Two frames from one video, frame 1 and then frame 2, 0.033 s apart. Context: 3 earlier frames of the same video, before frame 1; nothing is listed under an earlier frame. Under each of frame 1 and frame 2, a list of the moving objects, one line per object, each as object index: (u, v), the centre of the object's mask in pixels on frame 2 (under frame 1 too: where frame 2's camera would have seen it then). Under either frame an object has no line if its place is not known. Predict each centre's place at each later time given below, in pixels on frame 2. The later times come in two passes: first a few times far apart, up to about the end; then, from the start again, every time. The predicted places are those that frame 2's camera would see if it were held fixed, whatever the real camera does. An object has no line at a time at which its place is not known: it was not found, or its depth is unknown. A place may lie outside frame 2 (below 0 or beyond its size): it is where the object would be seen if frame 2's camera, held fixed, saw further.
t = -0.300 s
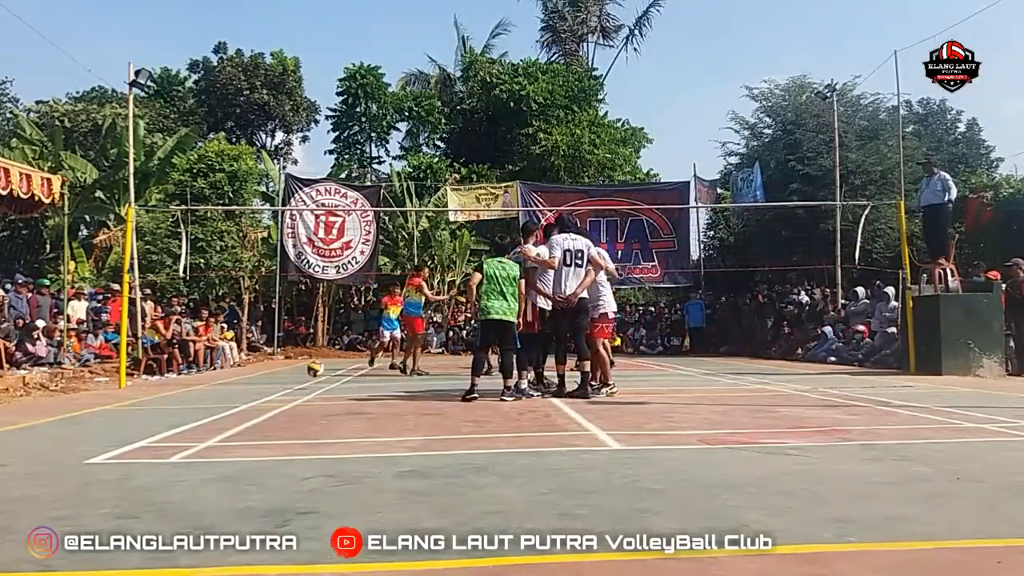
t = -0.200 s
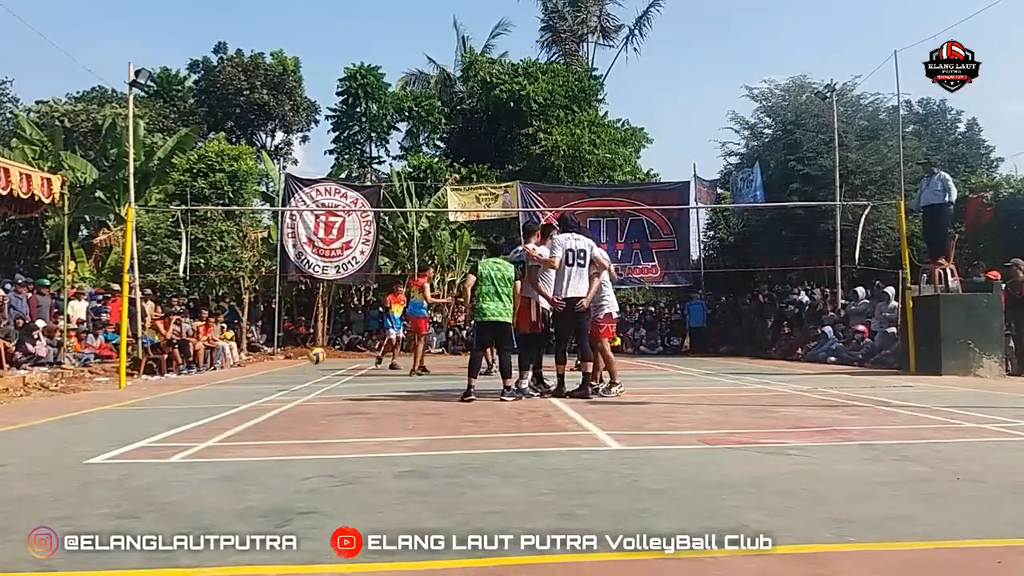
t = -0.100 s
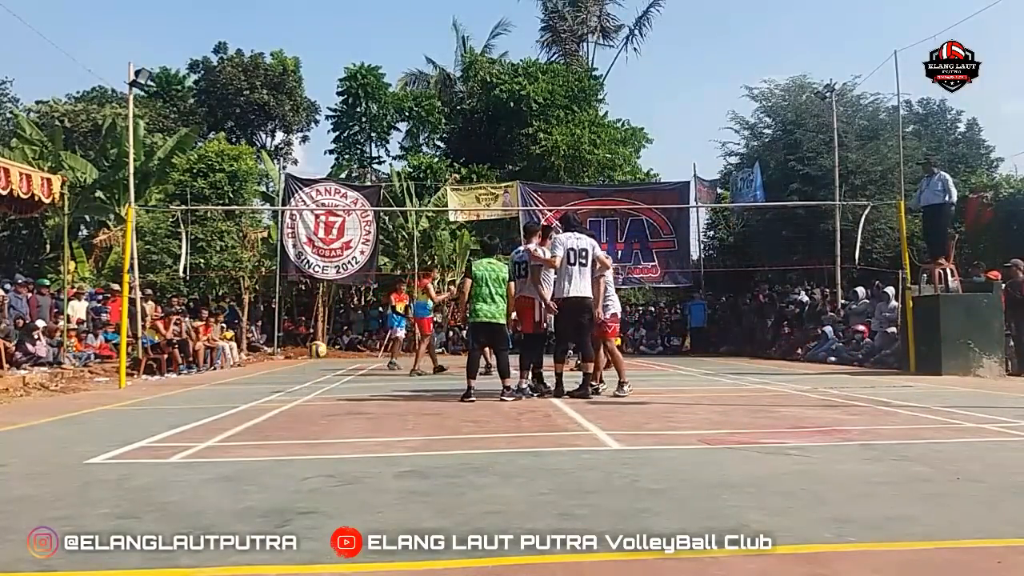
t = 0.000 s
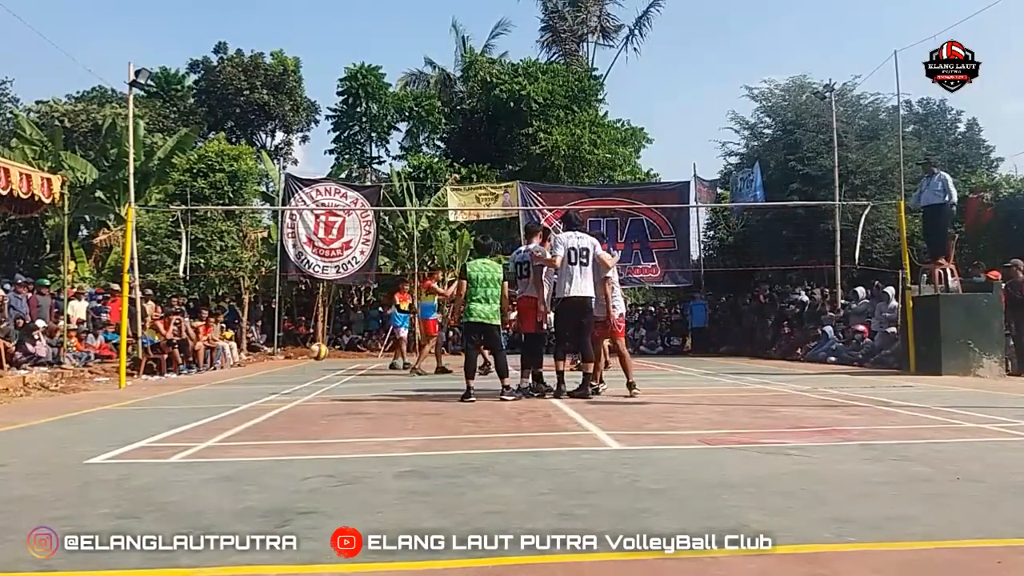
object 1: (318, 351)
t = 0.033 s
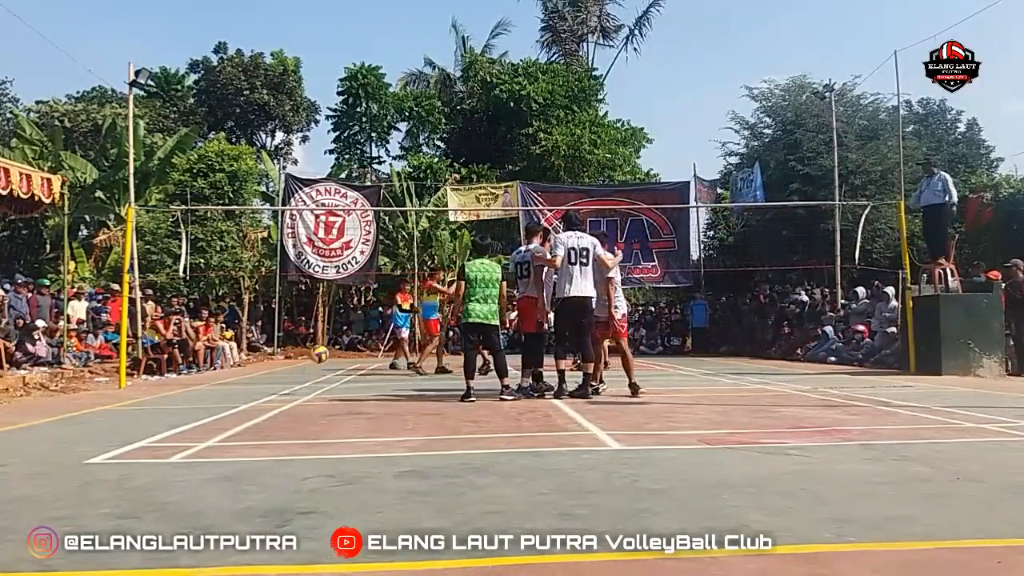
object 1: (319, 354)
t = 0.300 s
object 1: (321, 374)
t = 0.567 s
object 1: (325, 362)
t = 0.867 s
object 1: (330, 378)
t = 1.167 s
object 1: (337, 390)
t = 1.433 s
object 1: (345, 385)
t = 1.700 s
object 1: (356, 412)
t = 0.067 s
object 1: (319, 357)
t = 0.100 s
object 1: (319, 362)
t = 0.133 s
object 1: (319, 368)
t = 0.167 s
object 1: (320, 374)
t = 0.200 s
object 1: (320, 383)
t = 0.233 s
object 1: (320, 387)
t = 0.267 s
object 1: (321, 380)
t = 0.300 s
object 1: (321, 374)
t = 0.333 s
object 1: (322, 369)
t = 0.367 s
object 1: (323, 365)
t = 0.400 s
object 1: (323, 363)
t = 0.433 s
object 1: (324, 360)
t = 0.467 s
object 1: (324, 359)
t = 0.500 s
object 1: (324, 359)
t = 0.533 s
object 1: (325, 360)
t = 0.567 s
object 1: (325, 362)
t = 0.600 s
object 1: (325, 366)
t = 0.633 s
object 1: (326, 371)
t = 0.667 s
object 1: (327, 377)
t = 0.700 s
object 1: (327, 384)
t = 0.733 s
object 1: (328, 393)
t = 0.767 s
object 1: (328, 394)
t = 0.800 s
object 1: (329, 388)
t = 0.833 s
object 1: (329, 382)
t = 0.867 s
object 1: (330, 378)
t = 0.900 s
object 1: (331, 374)
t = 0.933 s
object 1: (332, 371)
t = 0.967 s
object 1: (332, 371)
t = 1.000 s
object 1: (333, 370)
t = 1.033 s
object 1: (334, 371)
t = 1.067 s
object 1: (335, 374)
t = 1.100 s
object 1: (336, 378)
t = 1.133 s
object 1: (336, 384)
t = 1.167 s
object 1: (337, 390)
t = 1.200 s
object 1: (338, 399)
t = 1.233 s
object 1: (339, 408)
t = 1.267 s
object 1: (340, 401)
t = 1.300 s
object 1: (341, 396)
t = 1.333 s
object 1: (342, 391)
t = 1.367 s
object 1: (343, 388)
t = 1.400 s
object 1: (344, 386)
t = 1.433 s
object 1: (345, 385)
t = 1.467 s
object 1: (347, 386)
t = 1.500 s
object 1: (348, 389)
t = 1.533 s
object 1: (349, 393)
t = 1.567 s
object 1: (351, 398)
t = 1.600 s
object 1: (352, 406)
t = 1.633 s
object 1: (354, 416)
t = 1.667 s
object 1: (355, 419)
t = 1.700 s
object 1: (356, 412)
